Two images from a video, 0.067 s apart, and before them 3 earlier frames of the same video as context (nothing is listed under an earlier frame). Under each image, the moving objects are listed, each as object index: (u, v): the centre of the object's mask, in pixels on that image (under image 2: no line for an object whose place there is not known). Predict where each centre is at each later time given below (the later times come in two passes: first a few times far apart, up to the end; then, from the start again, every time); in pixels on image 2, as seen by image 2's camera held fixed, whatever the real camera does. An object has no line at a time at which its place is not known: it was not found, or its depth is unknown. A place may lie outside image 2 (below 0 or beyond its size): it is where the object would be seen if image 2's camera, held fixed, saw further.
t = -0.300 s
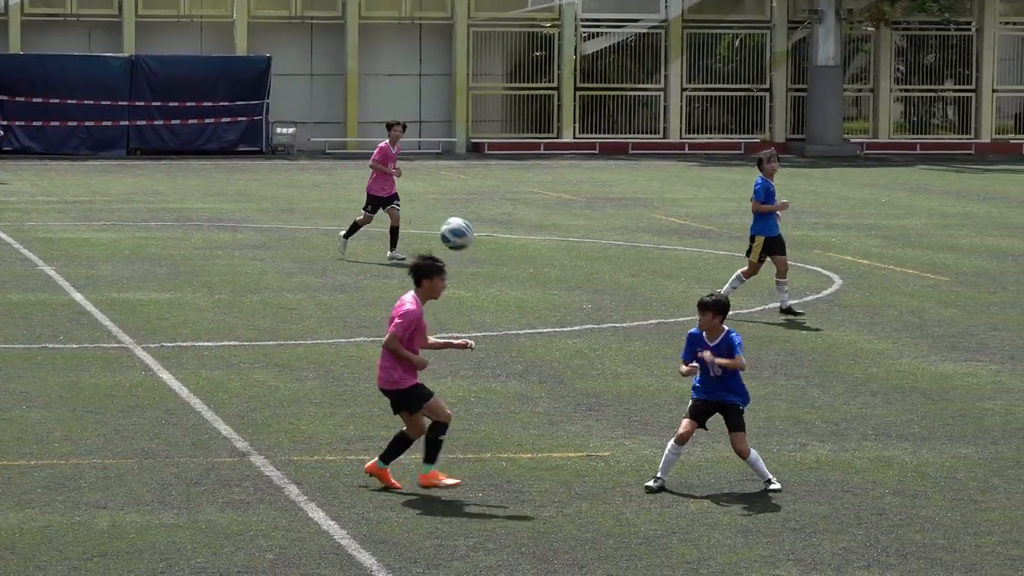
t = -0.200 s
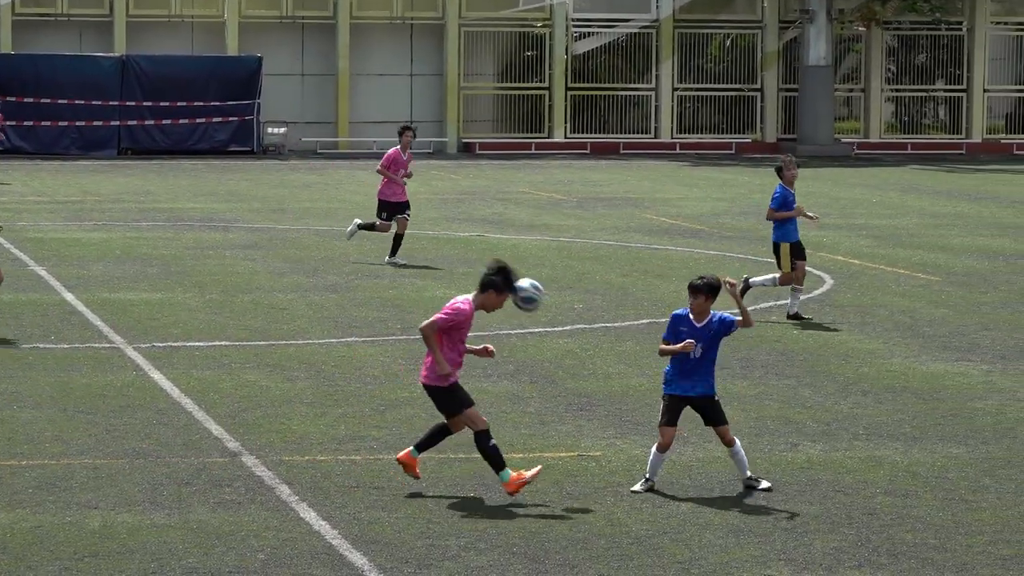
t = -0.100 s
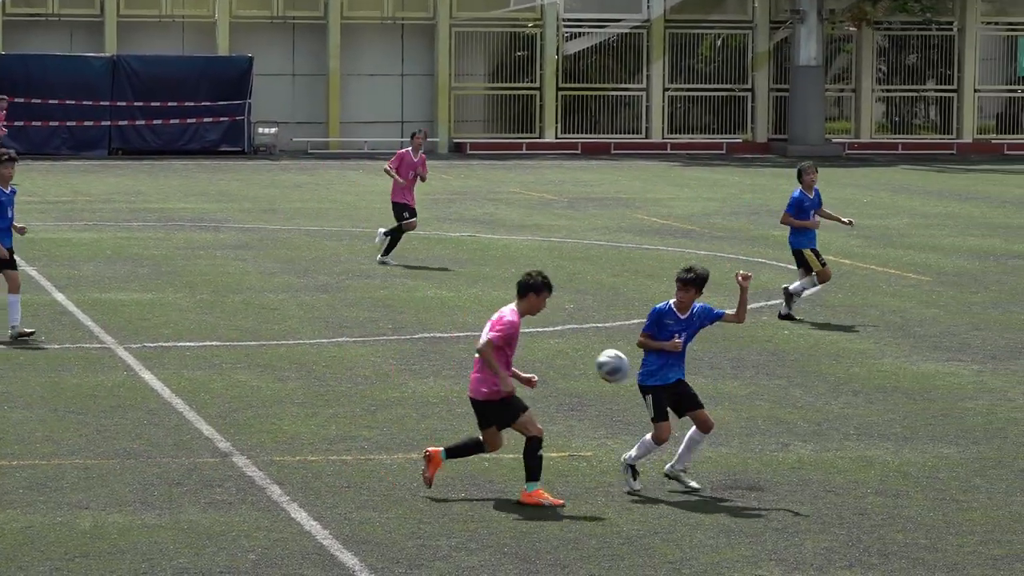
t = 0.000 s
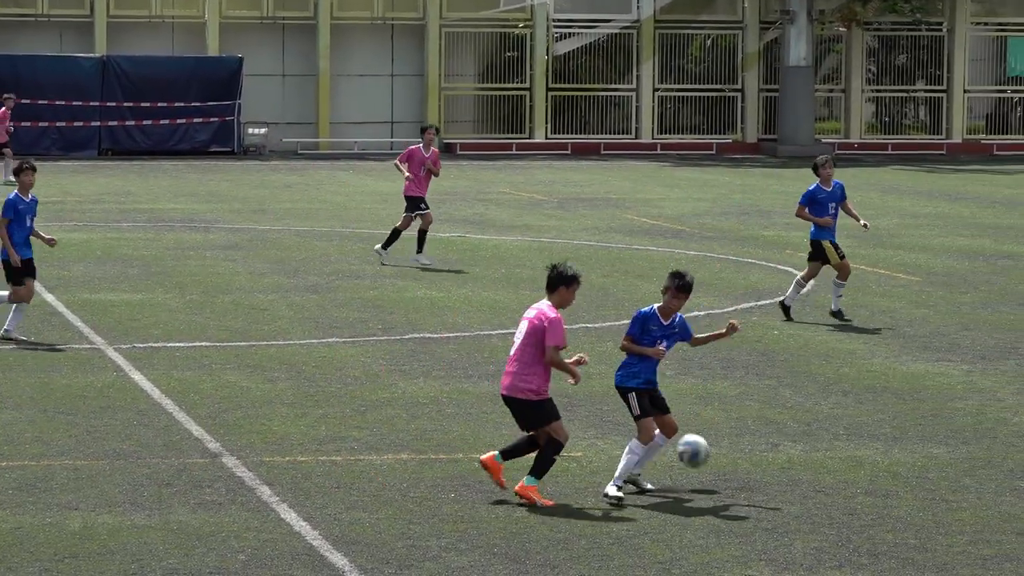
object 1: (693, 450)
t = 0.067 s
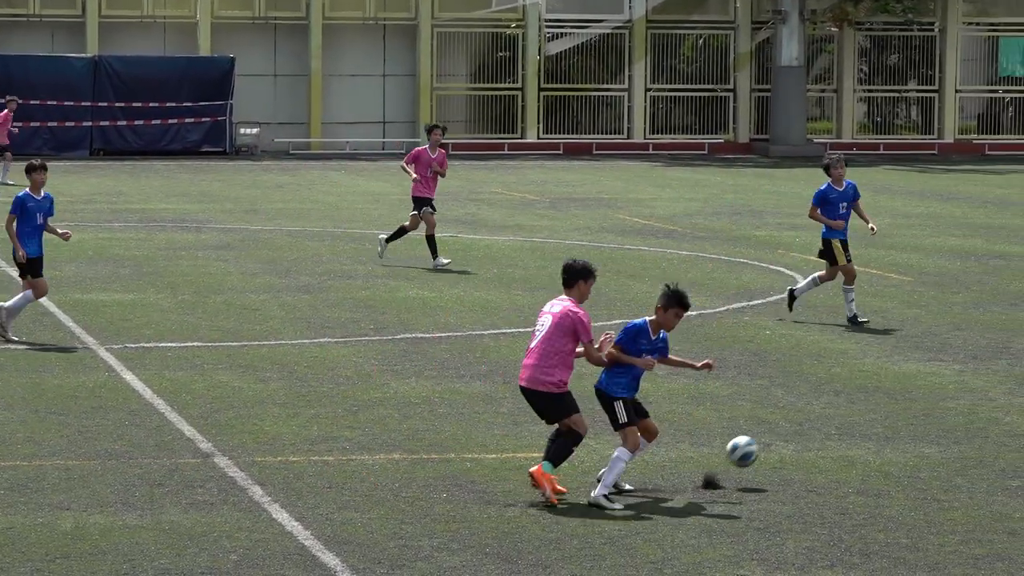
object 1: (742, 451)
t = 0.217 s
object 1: (866, 382)
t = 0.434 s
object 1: (1041, 341)
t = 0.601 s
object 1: (1178, 358)
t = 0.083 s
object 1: (756, 442)
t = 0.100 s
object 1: (770, 433)
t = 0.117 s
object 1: (784, 425)
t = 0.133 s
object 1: (797, 417)
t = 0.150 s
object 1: (811, 409)
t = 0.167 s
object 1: (825, 401)
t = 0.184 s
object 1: (838, 394)
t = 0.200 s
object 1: (852, 388)
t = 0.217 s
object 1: (866, 382)
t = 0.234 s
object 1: (879, 377)
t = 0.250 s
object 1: (893, 372)
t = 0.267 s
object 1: (906, 367)
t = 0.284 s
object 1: (920, 362)
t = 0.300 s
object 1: (933, 358)
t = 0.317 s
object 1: (947, 355)
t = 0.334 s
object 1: (961, 351)
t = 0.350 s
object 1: (974, 349)
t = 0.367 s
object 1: (988, 347)
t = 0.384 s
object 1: (1001, 345)
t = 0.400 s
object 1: (1014, 343)
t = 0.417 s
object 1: (1027, 342)
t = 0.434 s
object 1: (1041, 341)
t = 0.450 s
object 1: (1055, 341)
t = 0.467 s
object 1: (1068, 341)
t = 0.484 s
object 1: (1082, 342)
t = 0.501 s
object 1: (1095, 343)
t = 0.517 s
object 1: (1109, 344)
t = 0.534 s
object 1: (1122, 346)
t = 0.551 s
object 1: (1137, 348)
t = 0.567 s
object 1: (1150, 351)
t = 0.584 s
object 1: (1164, 355)
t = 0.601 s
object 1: (1178, 358)
